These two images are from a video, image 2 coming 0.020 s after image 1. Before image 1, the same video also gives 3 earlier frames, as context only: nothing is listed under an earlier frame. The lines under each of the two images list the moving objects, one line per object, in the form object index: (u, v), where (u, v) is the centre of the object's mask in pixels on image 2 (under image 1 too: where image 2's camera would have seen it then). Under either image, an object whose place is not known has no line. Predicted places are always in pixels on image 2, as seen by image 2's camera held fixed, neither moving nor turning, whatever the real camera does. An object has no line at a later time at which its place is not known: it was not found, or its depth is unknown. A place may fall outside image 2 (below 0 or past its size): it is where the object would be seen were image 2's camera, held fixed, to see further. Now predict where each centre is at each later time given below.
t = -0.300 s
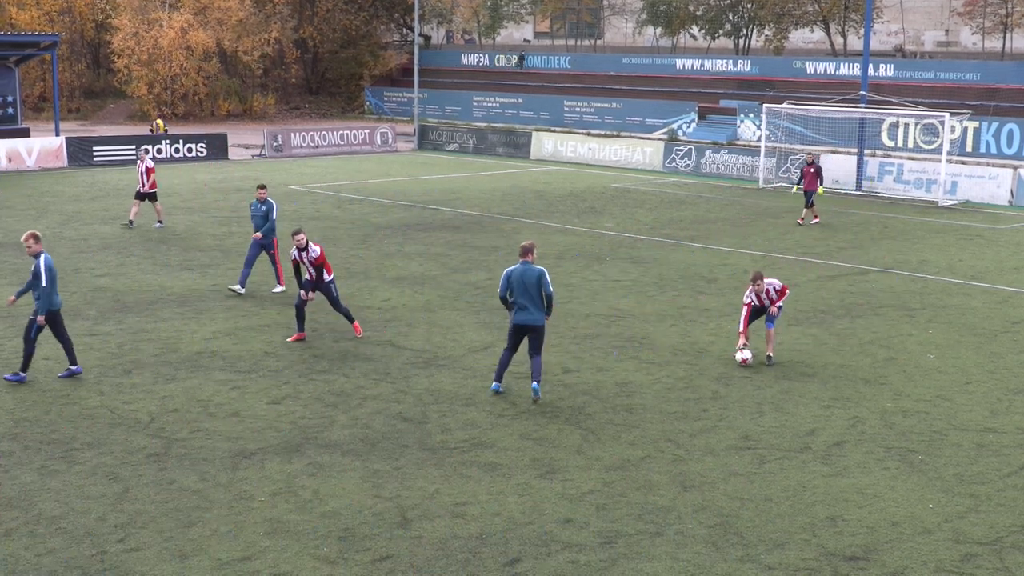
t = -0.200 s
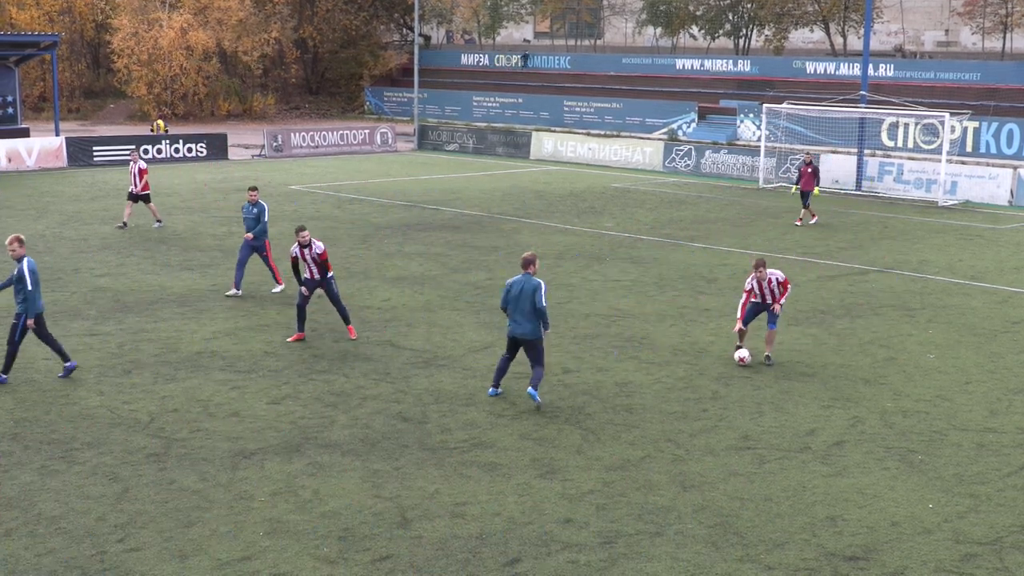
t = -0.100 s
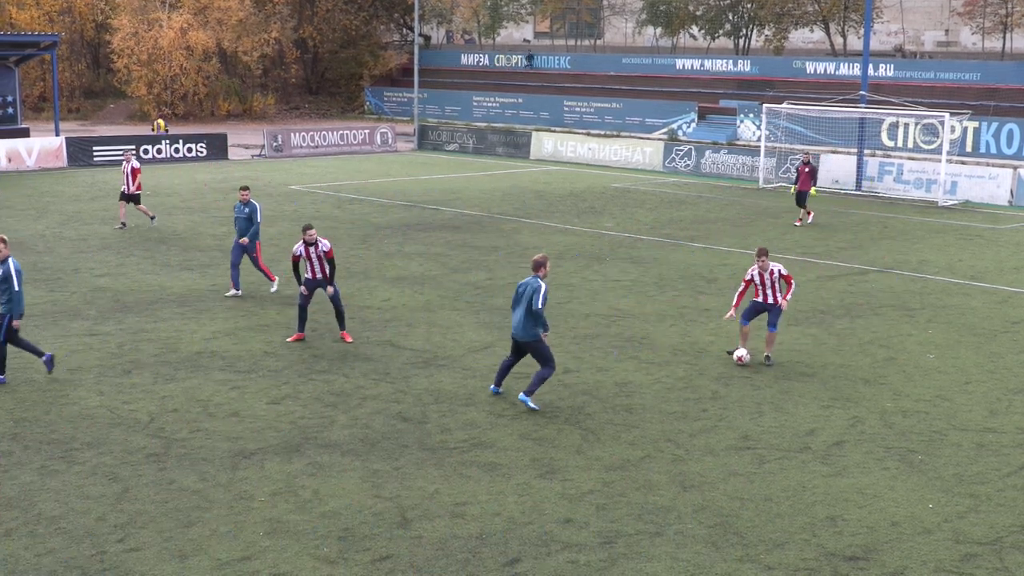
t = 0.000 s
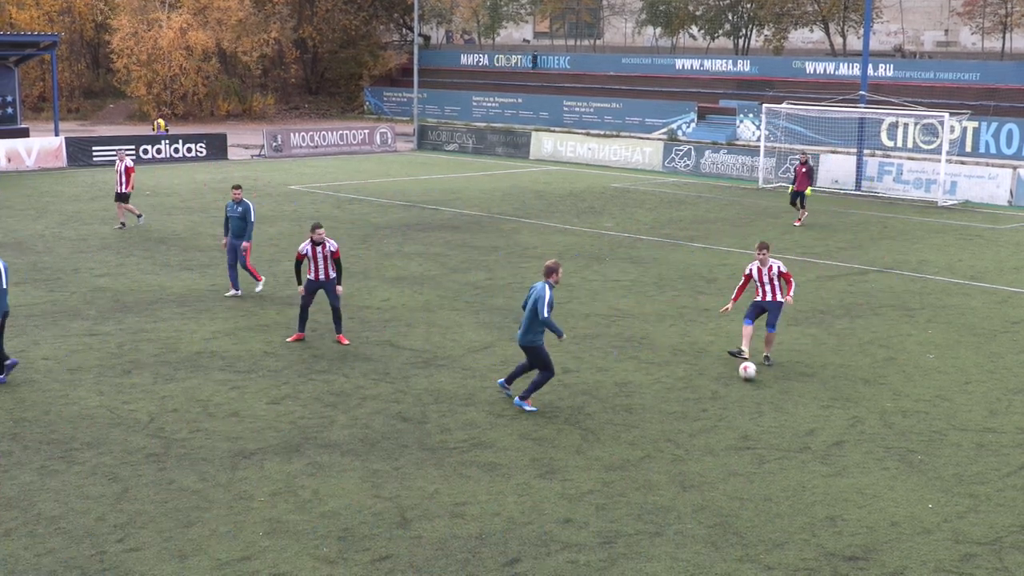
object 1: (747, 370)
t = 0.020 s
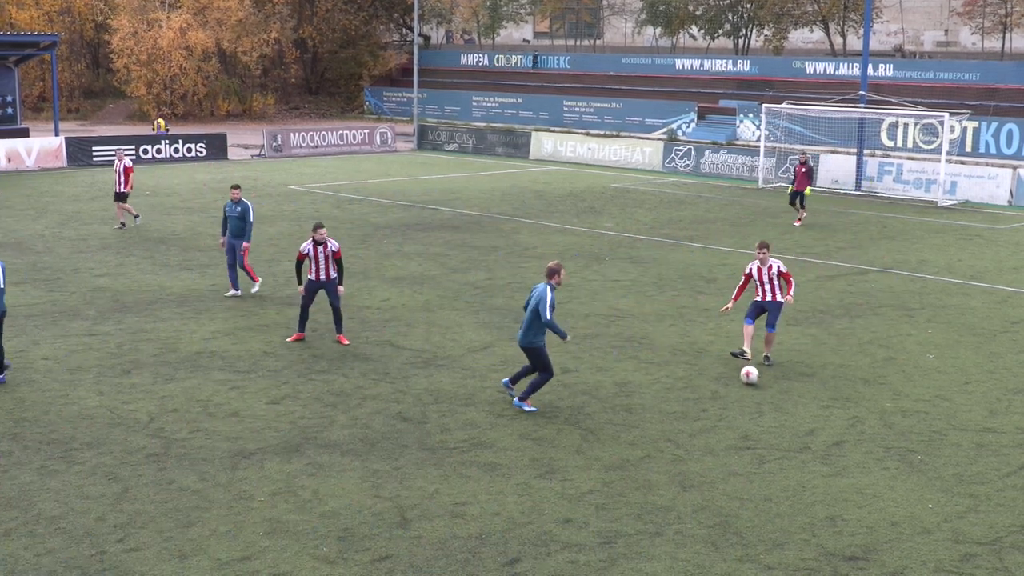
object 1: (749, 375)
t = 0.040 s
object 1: (751, 379)
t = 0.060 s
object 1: (753, 383)
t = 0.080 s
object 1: (755, 387)
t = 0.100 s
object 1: (757, 391)
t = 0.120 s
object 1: (759, 395)
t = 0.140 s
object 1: (761, 400)
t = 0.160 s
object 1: (763, 404)
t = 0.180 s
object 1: (765, 407)
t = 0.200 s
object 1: (766, 410)
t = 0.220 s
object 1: (768, 414)
